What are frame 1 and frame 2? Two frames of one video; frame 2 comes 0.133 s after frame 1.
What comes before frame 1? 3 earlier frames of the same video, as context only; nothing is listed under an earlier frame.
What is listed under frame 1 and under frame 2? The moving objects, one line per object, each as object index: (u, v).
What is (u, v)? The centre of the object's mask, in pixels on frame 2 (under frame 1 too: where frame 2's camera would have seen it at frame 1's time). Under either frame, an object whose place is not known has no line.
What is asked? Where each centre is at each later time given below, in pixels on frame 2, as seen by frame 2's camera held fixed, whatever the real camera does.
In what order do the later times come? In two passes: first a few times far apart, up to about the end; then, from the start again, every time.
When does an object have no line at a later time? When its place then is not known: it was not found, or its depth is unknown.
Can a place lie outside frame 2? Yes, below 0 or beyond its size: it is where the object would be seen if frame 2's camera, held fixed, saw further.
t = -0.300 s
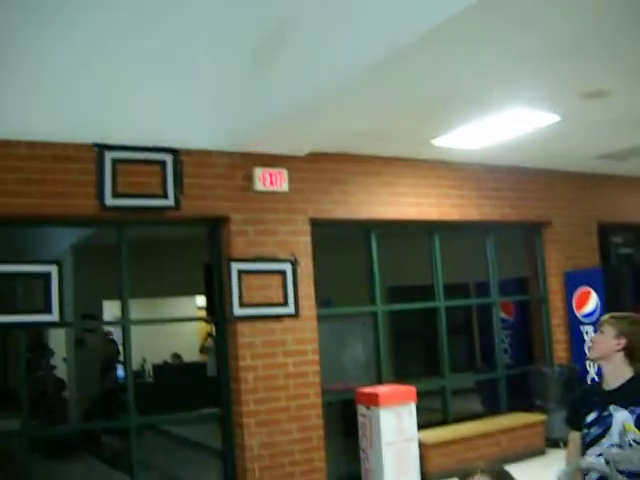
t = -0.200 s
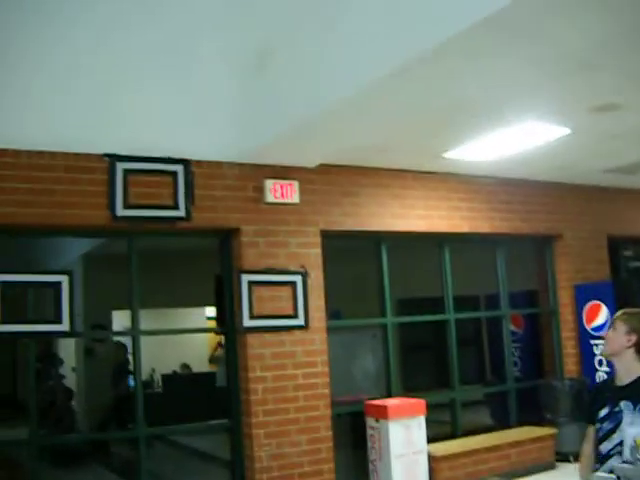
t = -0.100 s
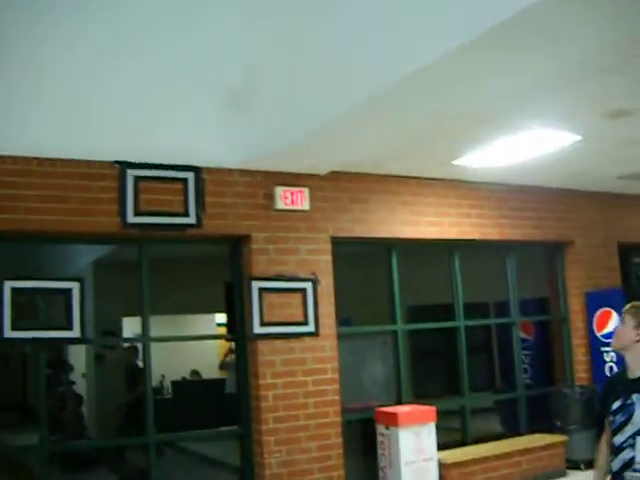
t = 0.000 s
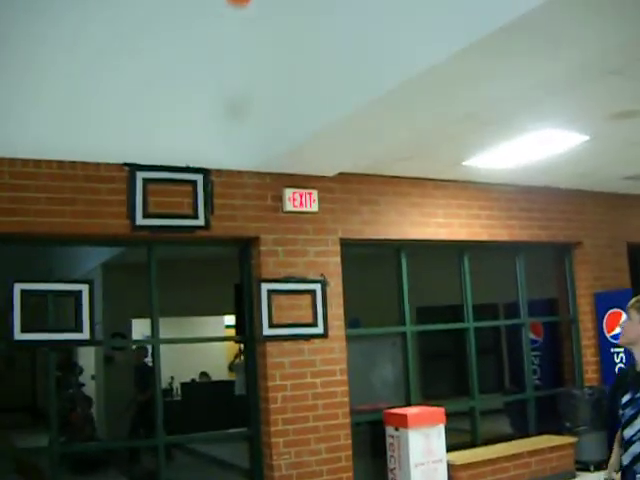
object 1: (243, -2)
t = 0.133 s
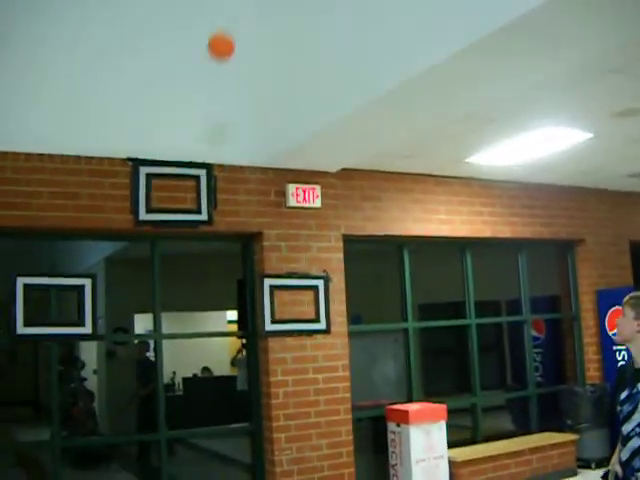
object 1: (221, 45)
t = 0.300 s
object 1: (197, 141)
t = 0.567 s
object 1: (167, 331)
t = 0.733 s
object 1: (161, 468)
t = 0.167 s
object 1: (216, 63)
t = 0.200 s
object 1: (210, 82)
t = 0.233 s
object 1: (205, 100)
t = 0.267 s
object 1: (201, 121)
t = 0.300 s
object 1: (197, 141)
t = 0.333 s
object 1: (193, 165)
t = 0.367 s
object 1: (189, 187)
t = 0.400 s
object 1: (185, 211)
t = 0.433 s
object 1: (181, 236)
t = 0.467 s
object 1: (177, 257)
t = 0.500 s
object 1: (174, 281)
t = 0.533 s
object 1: (171, 303)
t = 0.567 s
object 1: (167, 331)
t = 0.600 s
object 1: (164, 359)
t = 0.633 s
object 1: (162, 385)
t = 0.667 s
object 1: (161, 412)
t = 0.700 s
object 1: (161, 439)
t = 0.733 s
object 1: (161, 468)
